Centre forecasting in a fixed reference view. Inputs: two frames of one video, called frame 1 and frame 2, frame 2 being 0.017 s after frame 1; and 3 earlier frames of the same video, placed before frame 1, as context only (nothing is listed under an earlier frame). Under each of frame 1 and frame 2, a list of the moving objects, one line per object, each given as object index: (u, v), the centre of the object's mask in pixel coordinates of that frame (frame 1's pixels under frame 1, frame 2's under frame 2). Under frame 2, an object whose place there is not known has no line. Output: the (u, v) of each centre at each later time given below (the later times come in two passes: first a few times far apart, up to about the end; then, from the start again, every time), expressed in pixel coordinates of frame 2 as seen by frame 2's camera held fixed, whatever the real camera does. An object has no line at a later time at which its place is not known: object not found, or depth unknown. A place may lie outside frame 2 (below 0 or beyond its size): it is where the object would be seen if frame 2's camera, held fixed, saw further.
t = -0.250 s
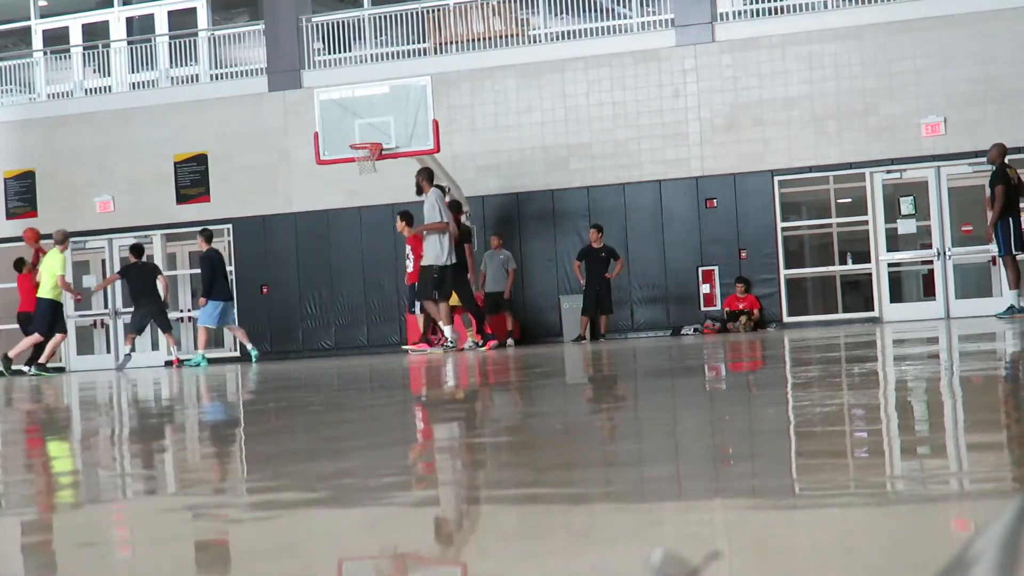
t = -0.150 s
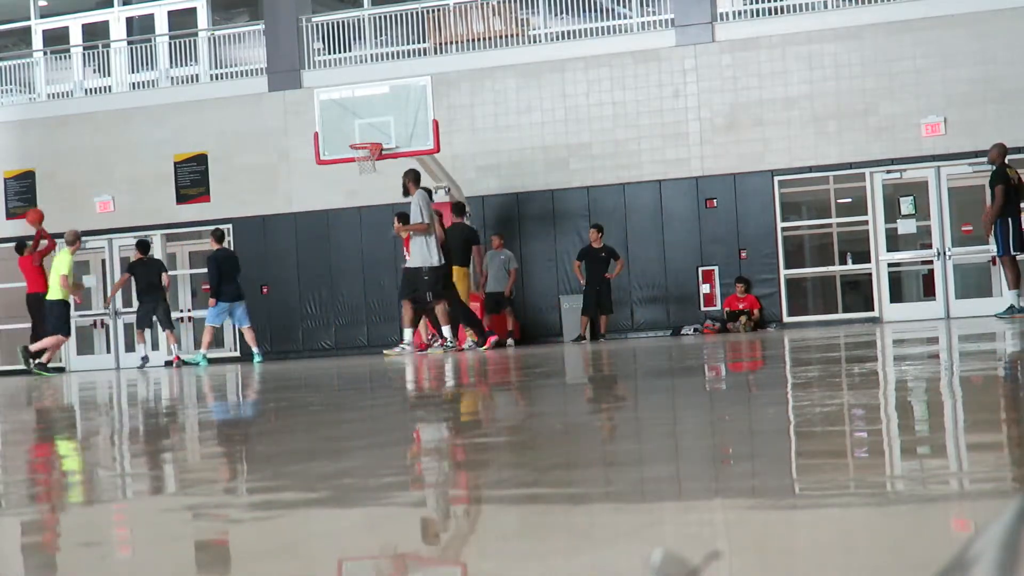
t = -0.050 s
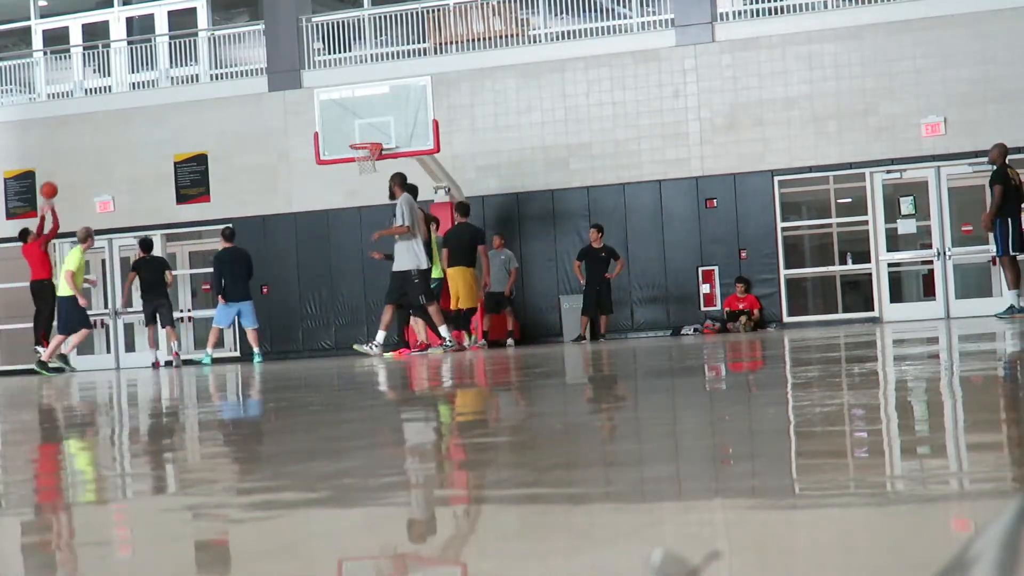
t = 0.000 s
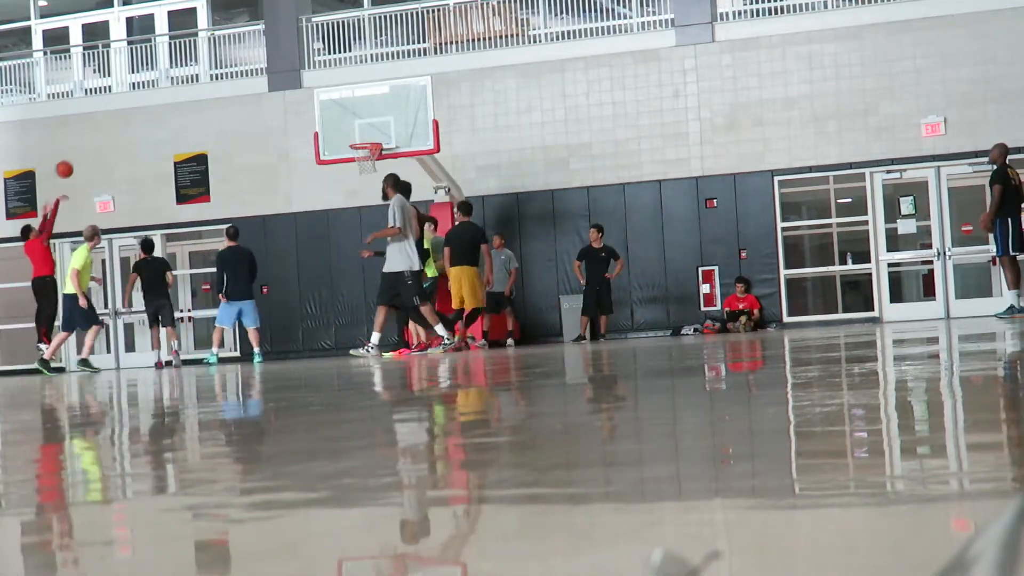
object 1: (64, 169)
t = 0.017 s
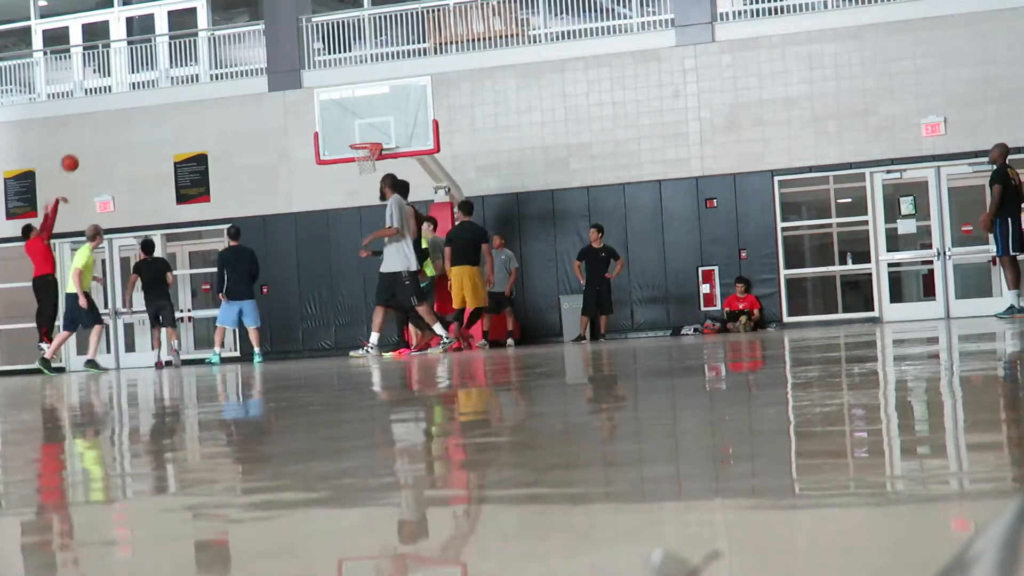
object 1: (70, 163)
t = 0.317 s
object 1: (166, 82)
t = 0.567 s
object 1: (244, 65)
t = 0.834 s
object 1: (326, 94)
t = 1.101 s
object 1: (372, 112)
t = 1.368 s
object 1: (353, 65)
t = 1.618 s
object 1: (339, 64)
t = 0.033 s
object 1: (75, 157)
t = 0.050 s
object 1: (81, 150)
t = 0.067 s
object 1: (86, 145)
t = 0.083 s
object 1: (91, 139)
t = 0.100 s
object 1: (97, 133)
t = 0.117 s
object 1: (102, 128)
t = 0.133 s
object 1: (107, 123)
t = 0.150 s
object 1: (113, 118)
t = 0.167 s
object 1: (118, 114)
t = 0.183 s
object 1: (124, 110)
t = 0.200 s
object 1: (129, 105)
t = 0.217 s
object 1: (134, 102)
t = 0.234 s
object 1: (140, 98)
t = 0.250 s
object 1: (145, 94)
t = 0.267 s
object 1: (150, 91)
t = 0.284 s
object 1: (155, 88)
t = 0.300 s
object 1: (161, 85)
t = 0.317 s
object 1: (166, 82)
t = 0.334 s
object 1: (171, 80)
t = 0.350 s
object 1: (177, 77)
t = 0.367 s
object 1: (182, 75)
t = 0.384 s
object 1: (187, 73)
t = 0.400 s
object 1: (192, 72)
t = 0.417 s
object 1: (197, 70)
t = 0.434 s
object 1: (203, 68)
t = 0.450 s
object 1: (208, 67)
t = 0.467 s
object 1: (213, 66)
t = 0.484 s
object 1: (218, 66)
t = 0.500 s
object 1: (223, 65)
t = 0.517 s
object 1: (229, 65)
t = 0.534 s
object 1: (234, 64)
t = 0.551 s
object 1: (239, 65)
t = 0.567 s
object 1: (244, 65)
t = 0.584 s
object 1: (249, 65)
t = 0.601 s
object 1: (255, 66)
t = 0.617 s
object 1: (260, 66)
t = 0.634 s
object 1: (265, 68)
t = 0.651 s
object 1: (270, 69)
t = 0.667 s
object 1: (275, 70)
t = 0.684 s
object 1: (280, 72)
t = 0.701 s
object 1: (286, 74)
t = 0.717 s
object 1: (290, 75)
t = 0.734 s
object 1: (295, 77)
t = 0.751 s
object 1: (301, 79)
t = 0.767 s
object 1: (306, 82)
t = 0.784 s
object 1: (311, 84)
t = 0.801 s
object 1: (316, 87)
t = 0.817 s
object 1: (321, 90)
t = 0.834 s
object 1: (326, 94)
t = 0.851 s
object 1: (331, 97)
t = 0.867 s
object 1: (336, 101)
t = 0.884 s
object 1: (341, 104)
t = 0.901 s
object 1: (346, 108)
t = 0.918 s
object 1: (351, 112)
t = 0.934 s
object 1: (356, 116)
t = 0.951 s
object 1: (361, 121)
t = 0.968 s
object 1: (366, 125)
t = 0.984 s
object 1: (371, 130)
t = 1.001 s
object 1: (376, 135)
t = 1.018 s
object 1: (378, 136)
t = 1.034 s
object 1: (377, 131)
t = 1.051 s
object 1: (376, 127)
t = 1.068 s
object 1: (375, 121)
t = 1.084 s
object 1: (373, 117)
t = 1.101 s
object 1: (372, 112)
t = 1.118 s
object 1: (371, 108)
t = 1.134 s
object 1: (370, 104)
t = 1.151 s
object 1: (368, 100)
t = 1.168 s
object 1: (367, 96)
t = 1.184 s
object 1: (366, 92)
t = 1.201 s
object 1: (365, 89)
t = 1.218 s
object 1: (363, 85)
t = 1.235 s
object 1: (362, 82)
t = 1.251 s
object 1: (361, 80)
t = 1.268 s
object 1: (360, 77)
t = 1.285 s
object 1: (359, 74)
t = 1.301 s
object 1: (358, 72)
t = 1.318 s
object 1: (357, 70)
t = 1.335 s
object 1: (356, 68)
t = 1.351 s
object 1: (354, 66)
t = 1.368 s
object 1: (353, 65)
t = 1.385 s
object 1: (352, 63)
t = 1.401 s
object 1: (351, 62)
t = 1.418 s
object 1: (350, 61)
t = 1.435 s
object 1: (349, 60)
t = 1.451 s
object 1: (348, 60)
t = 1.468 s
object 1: (347, 59)
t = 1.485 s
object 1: (346, 59)
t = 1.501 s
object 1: (345, 59)
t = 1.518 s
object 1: (344, 59)
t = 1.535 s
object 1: (343, 59)
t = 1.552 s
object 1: (342, 60)
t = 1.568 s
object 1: (341, 60)
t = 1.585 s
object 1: (341, 61)
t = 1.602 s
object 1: (340, 62)
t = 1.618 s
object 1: (339, 64)
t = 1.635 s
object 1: (337, 65)
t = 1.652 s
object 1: (337, 66)
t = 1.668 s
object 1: (336, 68)
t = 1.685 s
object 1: (335, 70)
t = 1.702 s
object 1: (334, 73)
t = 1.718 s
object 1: (333, 75)
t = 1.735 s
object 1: (332, 77)
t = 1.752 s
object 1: (331, 80)
